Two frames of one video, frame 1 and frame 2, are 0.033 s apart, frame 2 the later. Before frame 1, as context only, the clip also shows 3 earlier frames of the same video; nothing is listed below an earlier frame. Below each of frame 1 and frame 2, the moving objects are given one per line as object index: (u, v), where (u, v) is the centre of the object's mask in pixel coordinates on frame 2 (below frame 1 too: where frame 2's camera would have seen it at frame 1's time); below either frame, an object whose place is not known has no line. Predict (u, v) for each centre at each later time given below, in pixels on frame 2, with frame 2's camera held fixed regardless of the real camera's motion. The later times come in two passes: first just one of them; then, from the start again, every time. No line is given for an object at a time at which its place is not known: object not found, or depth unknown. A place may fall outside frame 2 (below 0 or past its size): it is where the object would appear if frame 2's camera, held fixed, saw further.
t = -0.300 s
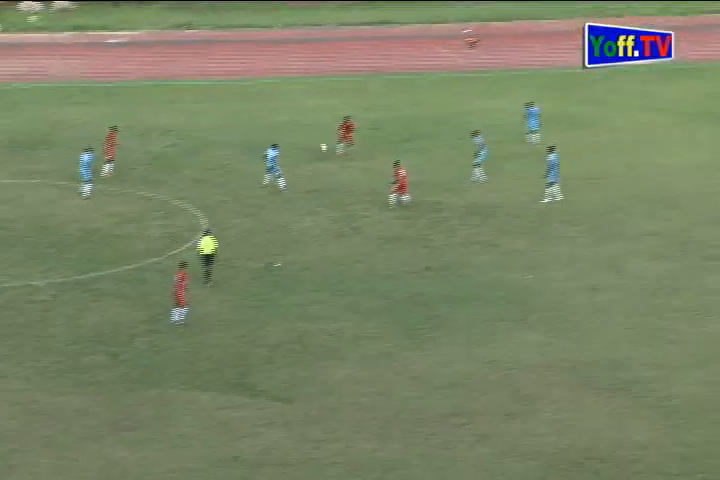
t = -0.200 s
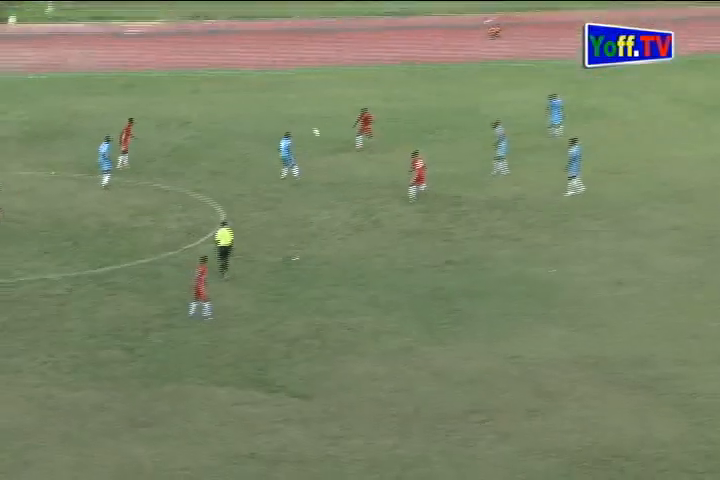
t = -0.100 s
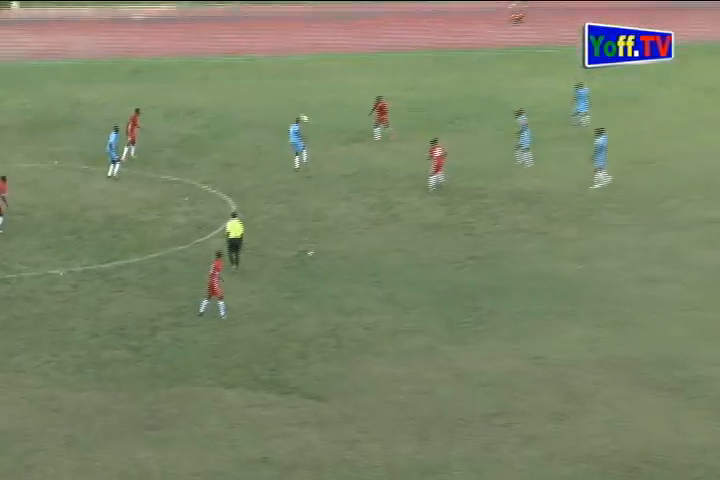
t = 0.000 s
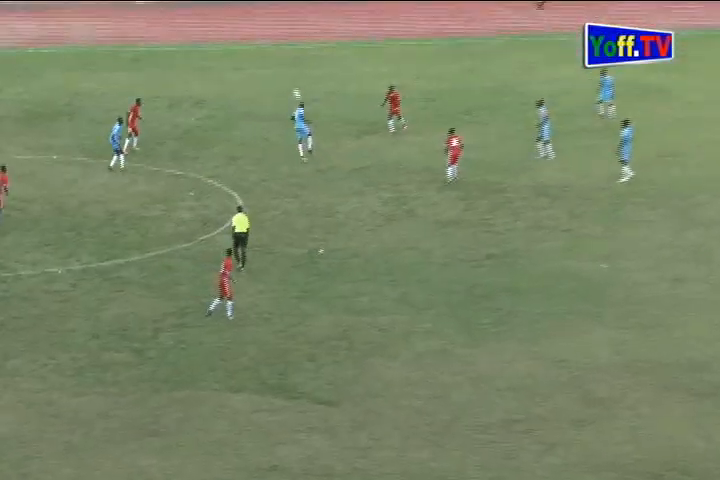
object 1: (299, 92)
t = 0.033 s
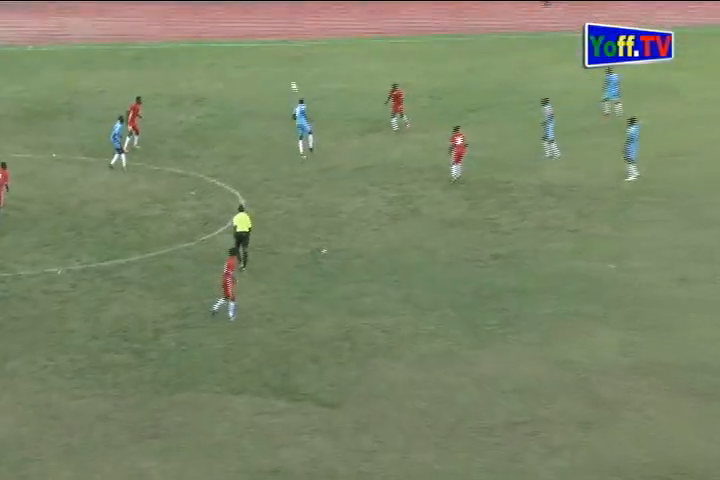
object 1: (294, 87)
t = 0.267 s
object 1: (259, 58)
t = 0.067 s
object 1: (288, 80)
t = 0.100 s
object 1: (283, 75)
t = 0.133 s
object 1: (278, 71)
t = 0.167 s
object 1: (273, 67)
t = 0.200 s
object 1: (269, 63)
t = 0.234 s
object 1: (263, 60)
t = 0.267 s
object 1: (259, 58)
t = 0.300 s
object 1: (254, 57)
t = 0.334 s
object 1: (249, 56)
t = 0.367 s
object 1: (245, 55)
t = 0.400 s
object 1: (242, 54)
